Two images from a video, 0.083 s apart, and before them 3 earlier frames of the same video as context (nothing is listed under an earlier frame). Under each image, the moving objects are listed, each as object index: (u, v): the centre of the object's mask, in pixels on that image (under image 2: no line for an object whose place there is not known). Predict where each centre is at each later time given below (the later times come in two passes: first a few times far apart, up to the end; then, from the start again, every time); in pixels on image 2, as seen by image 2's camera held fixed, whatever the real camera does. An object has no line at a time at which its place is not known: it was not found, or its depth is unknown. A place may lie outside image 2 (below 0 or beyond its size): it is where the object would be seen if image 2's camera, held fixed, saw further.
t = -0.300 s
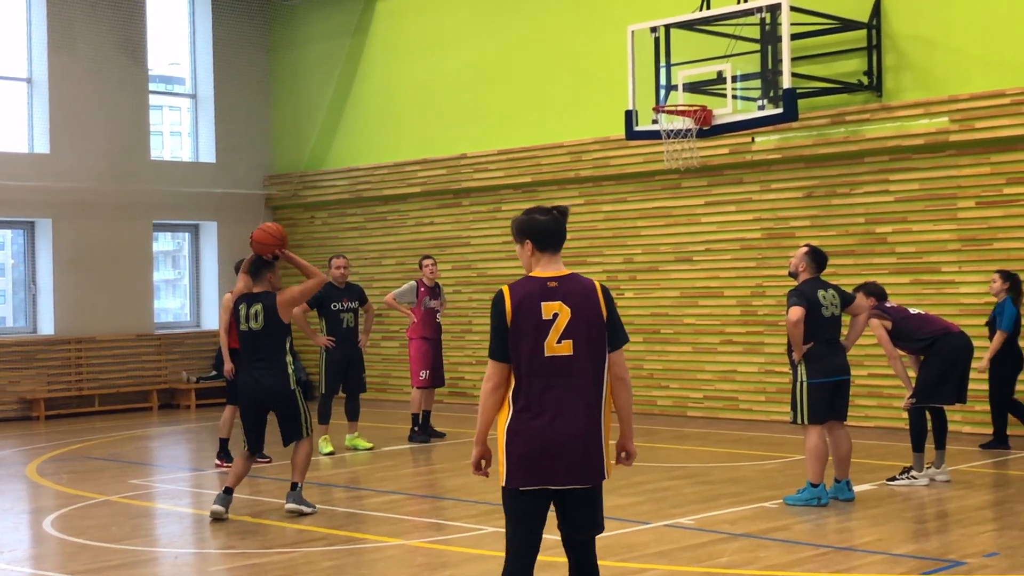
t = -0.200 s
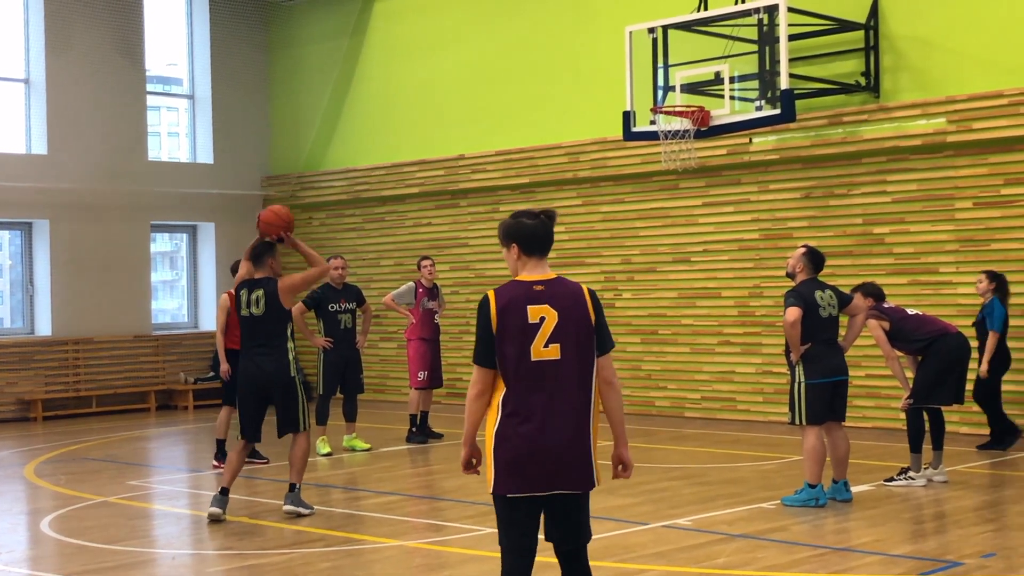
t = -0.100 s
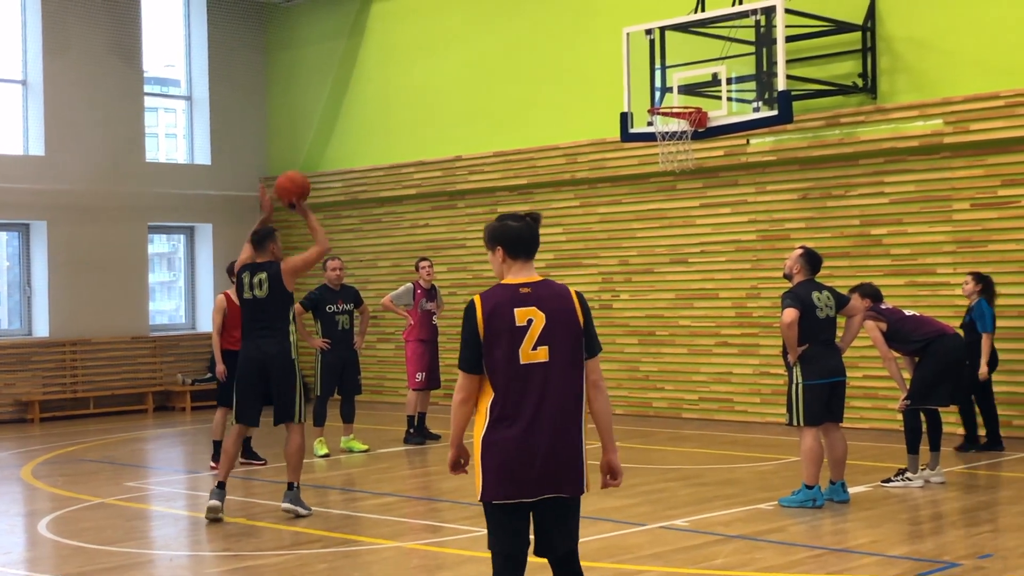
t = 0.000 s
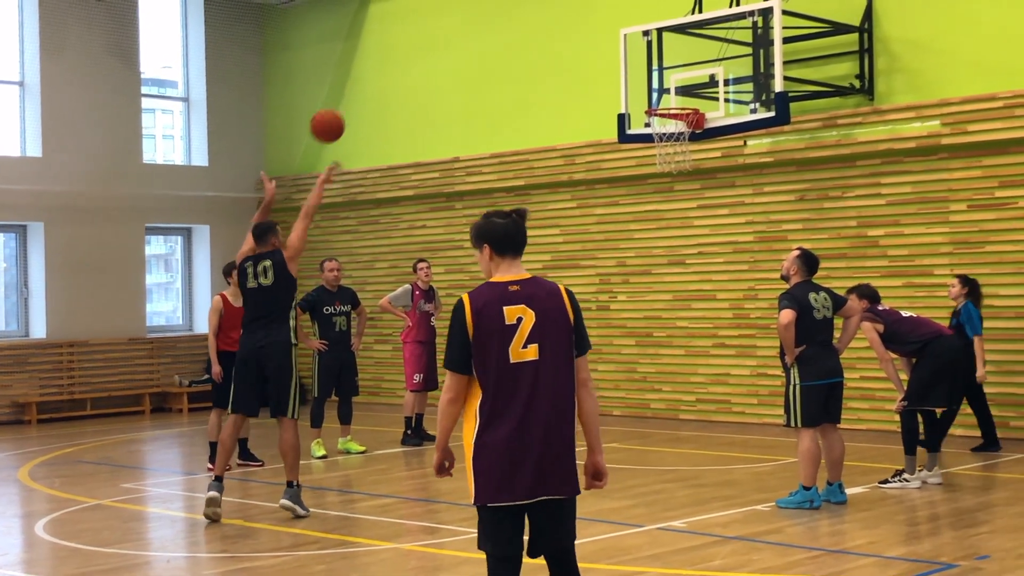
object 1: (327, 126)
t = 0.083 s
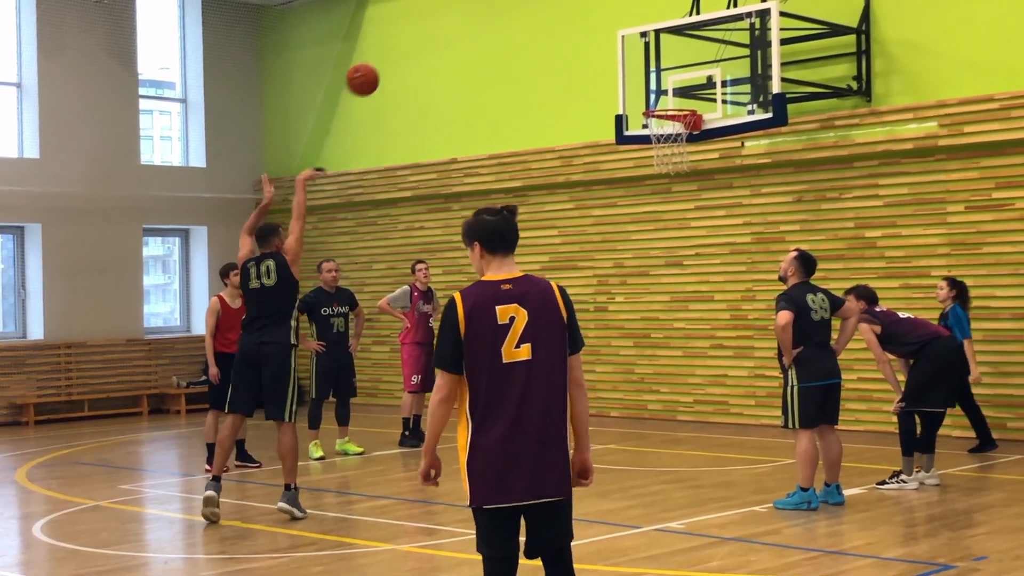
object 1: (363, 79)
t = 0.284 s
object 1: (445, 11)
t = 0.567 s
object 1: (548, 6)
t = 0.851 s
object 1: (636, 88)
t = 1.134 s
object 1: (668, 96)
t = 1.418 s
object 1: (655, 99)
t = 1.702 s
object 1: (676, 111)
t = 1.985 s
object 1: (688, 160)
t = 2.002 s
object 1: (688, 166)
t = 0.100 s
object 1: (370, 71)
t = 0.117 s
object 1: (377, 64)
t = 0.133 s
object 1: (384, 57)
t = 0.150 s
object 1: (391, 50)
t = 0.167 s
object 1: (398, 44)
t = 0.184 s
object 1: (405, 38)
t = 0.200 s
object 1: (412, 32)
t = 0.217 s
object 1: (419, 27)
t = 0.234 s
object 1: (425, 23)
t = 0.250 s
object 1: (432, 18)
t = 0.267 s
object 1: (439, 15)
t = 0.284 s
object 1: (445, 11)
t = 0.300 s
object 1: (452, 9)
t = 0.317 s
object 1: (458, 8)
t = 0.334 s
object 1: (465, 6)
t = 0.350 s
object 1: (471, 5)
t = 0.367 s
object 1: (477, 4)
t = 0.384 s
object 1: (484, 3)
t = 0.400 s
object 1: (490, 3)
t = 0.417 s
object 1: (496, 2)
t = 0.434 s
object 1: (502, 2)
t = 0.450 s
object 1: (508, 2)
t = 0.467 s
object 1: (514, 2)
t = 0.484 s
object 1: (520, 2)
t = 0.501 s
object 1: (526, 2)
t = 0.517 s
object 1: (531, 3)
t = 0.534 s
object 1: (537, 4)
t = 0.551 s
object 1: (543, 5)
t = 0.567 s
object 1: (548, 6)
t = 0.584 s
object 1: (554, 9)
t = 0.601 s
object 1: (559, 12)
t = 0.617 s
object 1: (565, 15)
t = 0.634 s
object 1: (570, 18)
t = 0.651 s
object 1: (576, 22)
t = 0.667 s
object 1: (581, 26)
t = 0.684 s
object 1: (586, 30)
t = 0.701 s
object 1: (591, 35)
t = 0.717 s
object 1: (597, 40)
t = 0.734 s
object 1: (601, 45)
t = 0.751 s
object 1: (606, 50)
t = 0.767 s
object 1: (612, 56)
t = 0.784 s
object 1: (617, 62)
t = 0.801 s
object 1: (622, 68)
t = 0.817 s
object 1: (627, 74)
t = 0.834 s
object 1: (632, 81)
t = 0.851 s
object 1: (636, 88)
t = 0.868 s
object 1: (641, 95)
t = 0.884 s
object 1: (645, 100)
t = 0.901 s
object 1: (648, 99)
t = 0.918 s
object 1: (651, 98)
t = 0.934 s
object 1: (654, 97)
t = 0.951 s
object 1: (656, 97)
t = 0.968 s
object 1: (659, 97)
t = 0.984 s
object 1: (662, 97)
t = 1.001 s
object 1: (665, 98)
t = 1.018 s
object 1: (668, 99)
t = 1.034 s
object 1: (670, 100)
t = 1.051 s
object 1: (673, 100)
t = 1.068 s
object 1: (675, 101)
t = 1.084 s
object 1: (674, 99)
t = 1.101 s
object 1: (672, 98)
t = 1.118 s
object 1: (670, 97)
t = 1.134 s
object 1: (668, 96)
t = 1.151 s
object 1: (666, 95)
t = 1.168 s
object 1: (664, 95)
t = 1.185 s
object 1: (662, 95)
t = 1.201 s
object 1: (660, 95)
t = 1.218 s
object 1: (658, 95)
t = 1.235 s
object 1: (656, 96)
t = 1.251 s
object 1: (654, 97)
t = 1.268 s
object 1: (651, 98)
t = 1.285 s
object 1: (650, 99)
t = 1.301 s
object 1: (650, 99)
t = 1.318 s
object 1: (651, 99)
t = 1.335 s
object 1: (651, 98)
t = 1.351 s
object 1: (652, 98)
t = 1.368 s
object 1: (653, 98)
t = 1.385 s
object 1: (654, 98)
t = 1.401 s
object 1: (655, 98)
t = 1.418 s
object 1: (655, 99)
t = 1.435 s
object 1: (656, 100)
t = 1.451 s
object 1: (657, 100)
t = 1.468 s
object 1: (658, 100)
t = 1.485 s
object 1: (659, 100)
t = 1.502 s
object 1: (660, 100)
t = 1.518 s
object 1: (662, 101)
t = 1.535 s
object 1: (663, 100)
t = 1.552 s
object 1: (665, 101)
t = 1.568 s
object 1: (666, 100)
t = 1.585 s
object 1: (668, 100)
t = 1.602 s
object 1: (669, 102)
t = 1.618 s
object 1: (671, 103)
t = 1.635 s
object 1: (672, 104)
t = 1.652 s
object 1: (673, 103)
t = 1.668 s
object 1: (674, 104)
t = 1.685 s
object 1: (675, 105)
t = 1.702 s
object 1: (676, 111)
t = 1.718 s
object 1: (677, 112)
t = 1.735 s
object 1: (679, 115)
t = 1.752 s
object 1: (680, 118)
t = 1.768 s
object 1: (681, 121)
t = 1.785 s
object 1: (682, 123)
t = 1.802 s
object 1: (683, 125)
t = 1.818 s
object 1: (683, 128)
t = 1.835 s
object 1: (685, 132)
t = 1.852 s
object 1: (686, 136)
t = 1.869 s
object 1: (687, 139)
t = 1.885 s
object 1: (687, 141)
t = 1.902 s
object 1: (687, 144)
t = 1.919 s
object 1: (688, 147)
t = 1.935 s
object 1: (689, 150)
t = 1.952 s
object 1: (688, 153)
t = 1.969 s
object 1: (687, 156)
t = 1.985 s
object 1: (688, 160)
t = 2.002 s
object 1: (688, 166)
